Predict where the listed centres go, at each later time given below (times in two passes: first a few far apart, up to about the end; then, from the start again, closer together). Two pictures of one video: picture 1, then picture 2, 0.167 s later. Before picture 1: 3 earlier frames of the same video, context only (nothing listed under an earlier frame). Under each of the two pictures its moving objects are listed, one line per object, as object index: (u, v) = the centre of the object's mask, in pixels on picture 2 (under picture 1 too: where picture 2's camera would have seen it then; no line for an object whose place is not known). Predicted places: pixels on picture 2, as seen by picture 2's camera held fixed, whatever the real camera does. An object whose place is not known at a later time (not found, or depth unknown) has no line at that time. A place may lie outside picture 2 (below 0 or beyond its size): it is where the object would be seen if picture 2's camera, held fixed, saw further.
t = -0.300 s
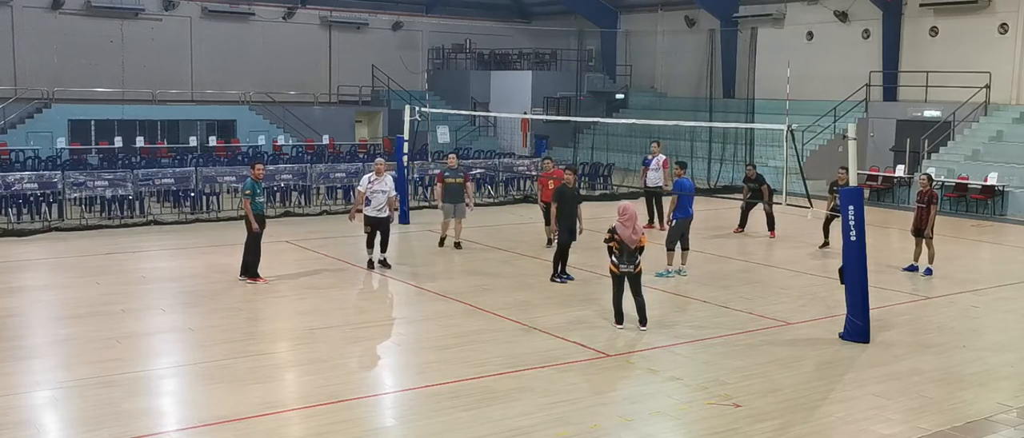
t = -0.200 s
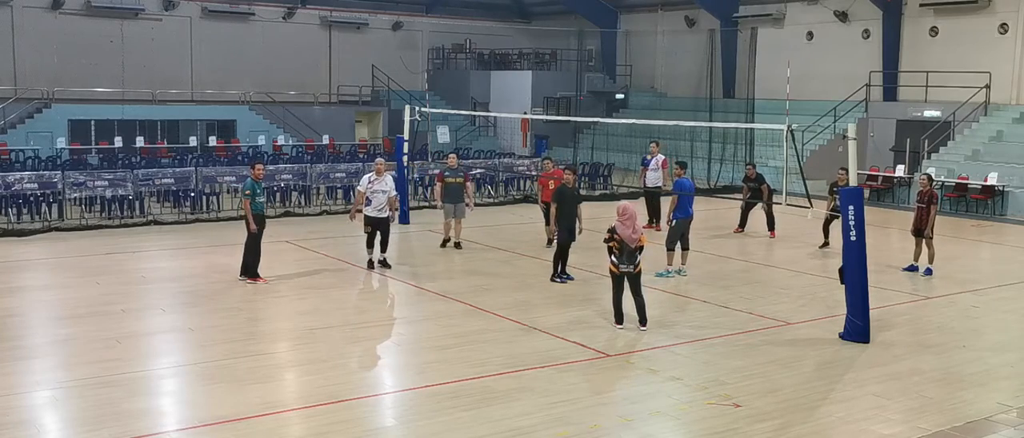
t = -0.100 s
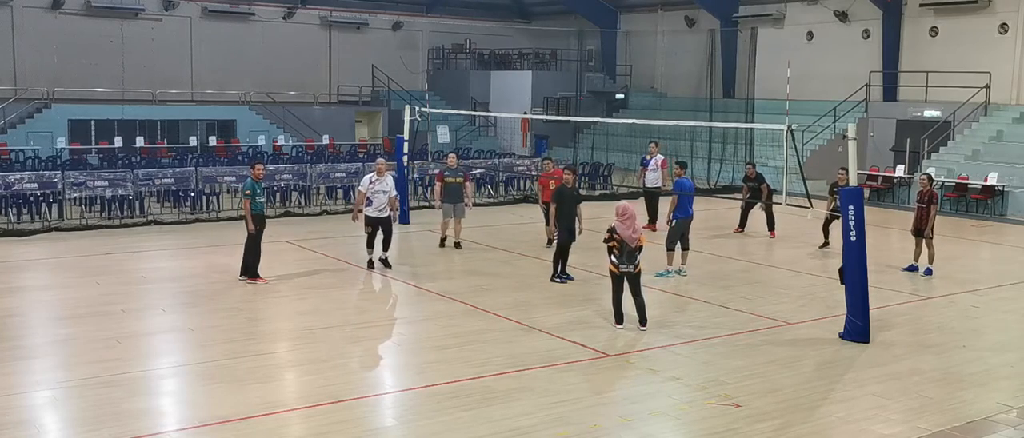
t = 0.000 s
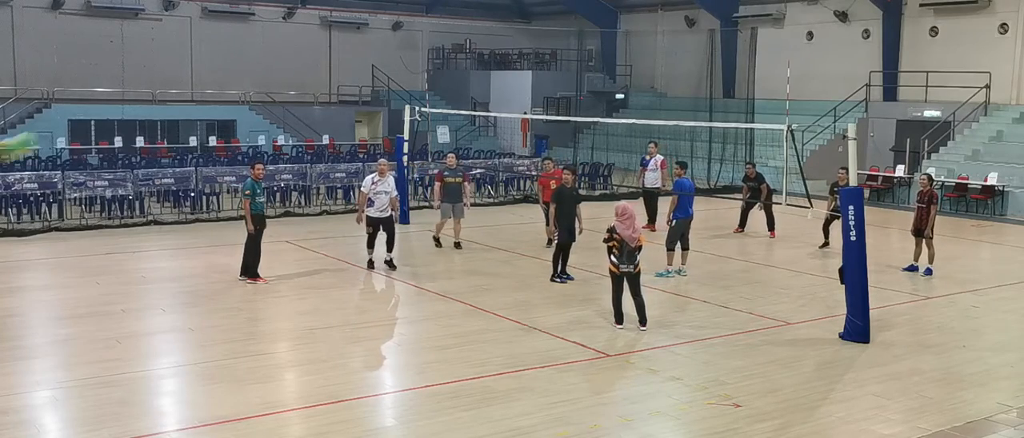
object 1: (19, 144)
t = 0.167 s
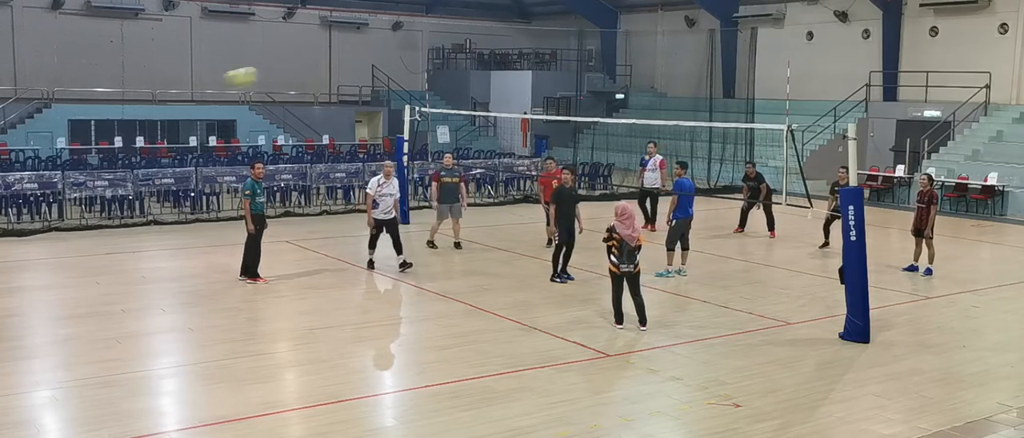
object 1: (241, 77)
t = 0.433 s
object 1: (482, 48)
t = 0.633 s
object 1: (604, 68)
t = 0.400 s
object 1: (456, 48)
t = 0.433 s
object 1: (482, 48)
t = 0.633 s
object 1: (604, 68)
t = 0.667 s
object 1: (622, 73)
